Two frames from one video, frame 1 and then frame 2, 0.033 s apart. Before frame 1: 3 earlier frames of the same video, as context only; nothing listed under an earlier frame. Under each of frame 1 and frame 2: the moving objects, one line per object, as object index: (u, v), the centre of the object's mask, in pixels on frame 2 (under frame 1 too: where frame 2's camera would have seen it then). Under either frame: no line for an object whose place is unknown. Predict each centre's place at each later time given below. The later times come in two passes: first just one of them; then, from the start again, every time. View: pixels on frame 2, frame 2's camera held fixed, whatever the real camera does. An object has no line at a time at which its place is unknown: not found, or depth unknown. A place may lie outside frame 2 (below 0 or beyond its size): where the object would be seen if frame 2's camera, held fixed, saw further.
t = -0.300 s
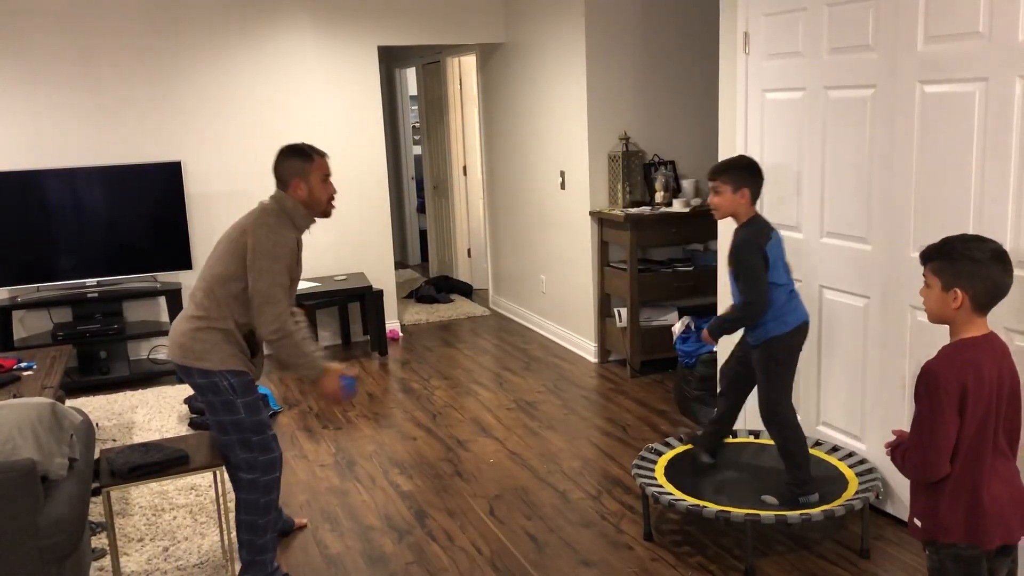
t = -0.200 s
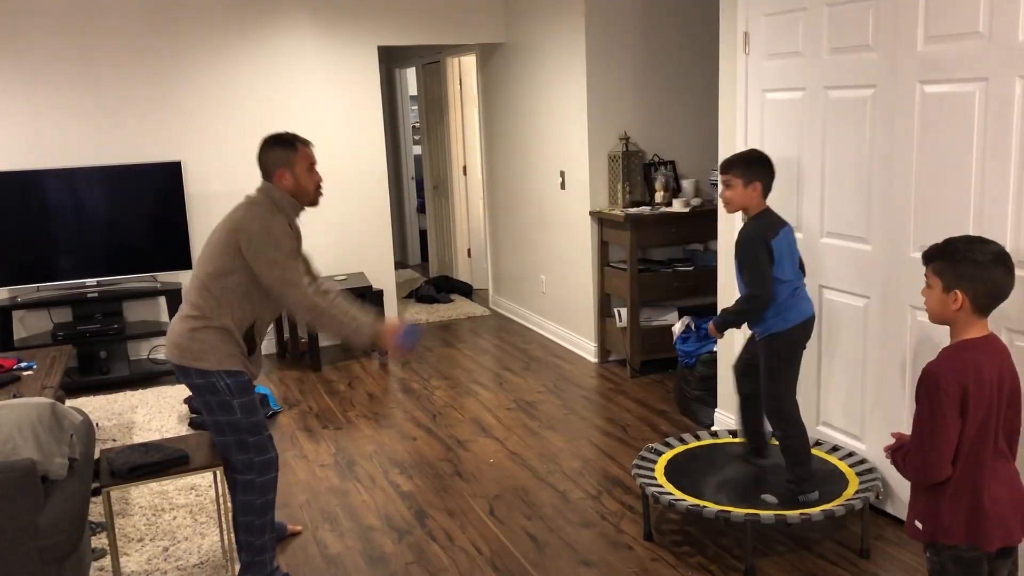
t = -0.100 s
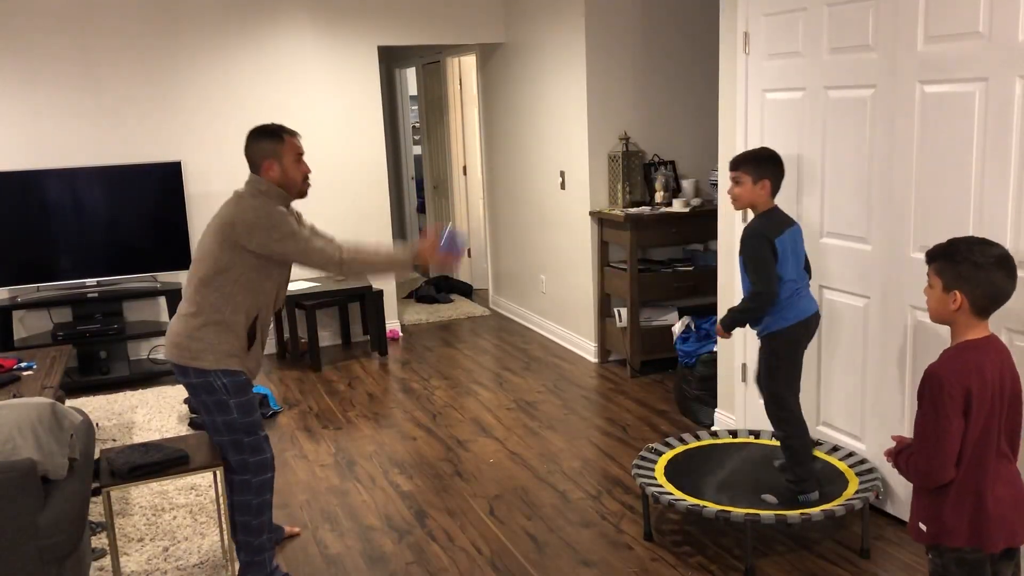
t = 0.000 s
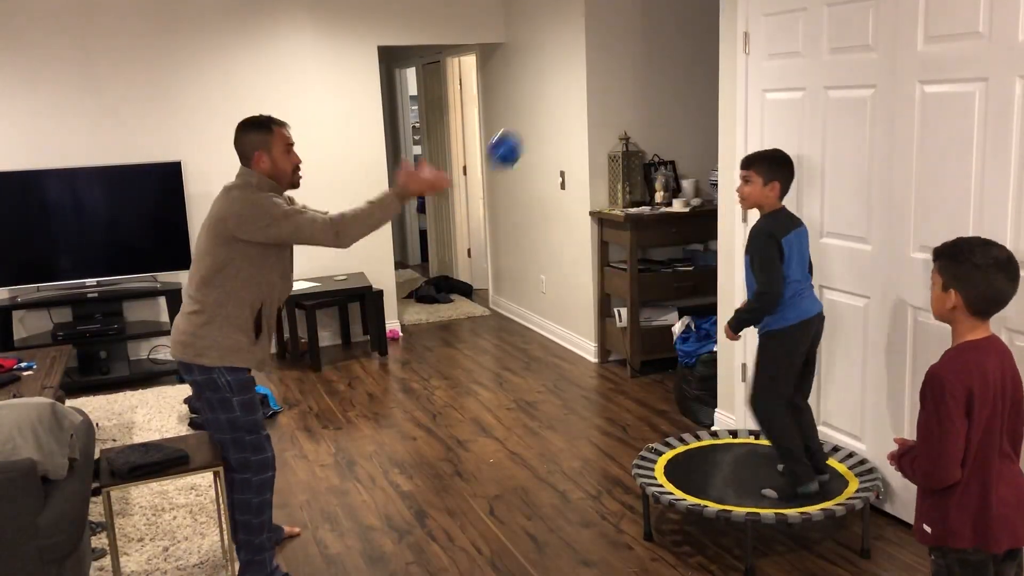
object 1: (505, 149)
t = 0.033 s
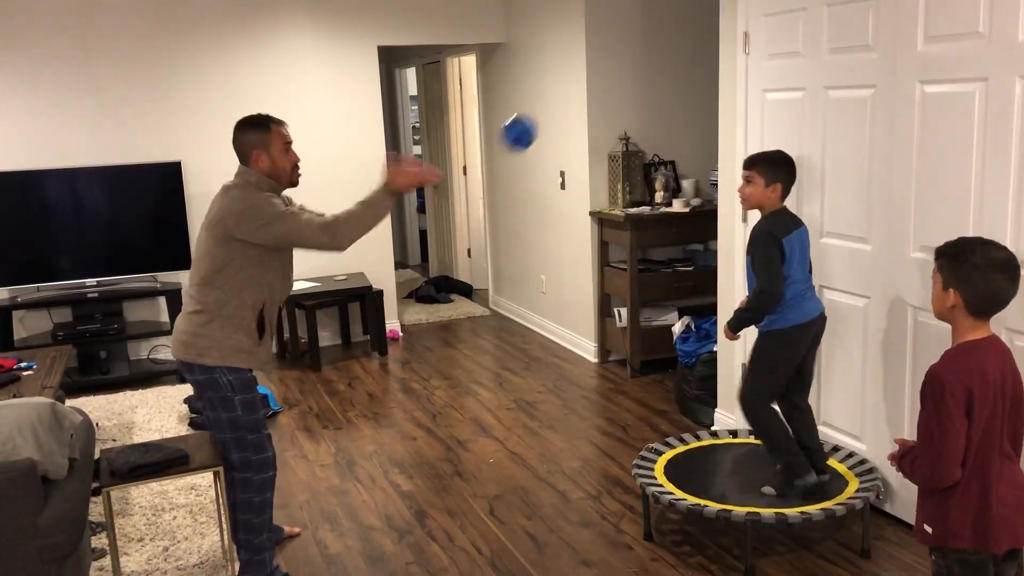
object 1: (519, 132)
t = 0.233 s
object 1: (605, 96)
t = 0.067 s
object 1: (533, 118)
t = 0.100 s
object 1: (547, 108)
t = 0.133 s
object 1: (562, 100)
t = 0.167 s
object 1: (577, 95)
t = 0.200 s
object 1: (591, 94)
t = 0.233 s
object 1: (605, 96)
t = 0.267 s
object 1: (619, 101)
